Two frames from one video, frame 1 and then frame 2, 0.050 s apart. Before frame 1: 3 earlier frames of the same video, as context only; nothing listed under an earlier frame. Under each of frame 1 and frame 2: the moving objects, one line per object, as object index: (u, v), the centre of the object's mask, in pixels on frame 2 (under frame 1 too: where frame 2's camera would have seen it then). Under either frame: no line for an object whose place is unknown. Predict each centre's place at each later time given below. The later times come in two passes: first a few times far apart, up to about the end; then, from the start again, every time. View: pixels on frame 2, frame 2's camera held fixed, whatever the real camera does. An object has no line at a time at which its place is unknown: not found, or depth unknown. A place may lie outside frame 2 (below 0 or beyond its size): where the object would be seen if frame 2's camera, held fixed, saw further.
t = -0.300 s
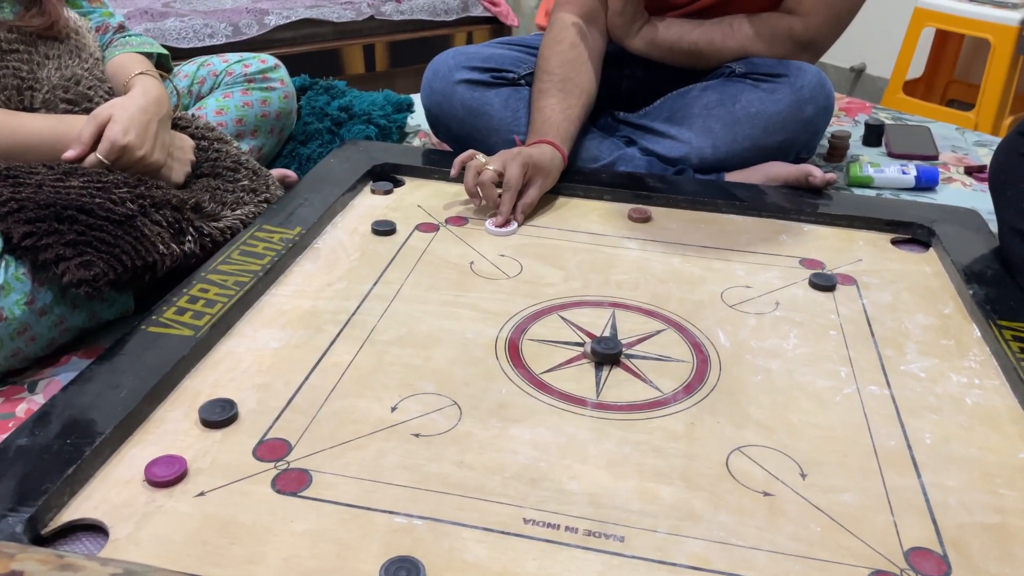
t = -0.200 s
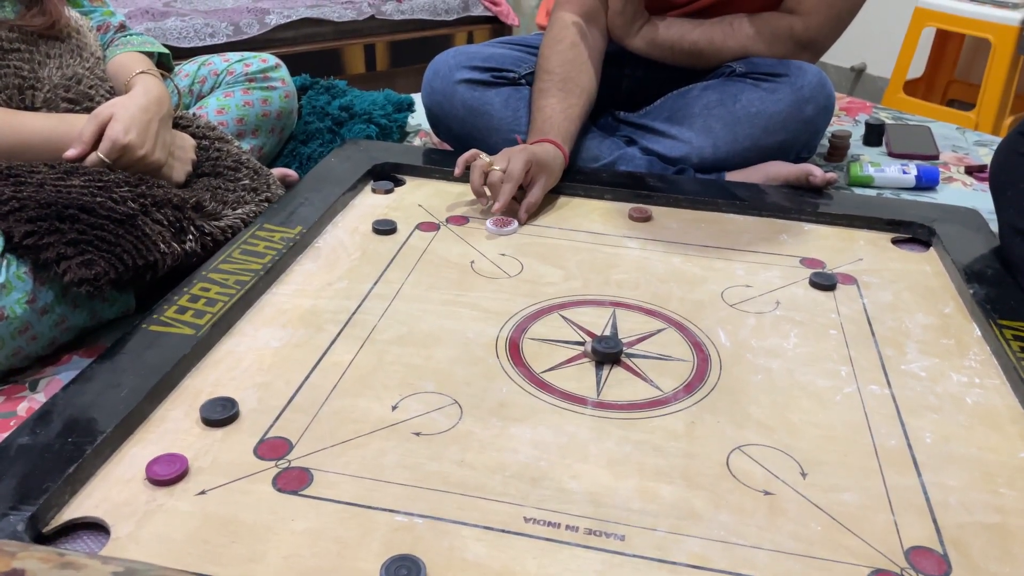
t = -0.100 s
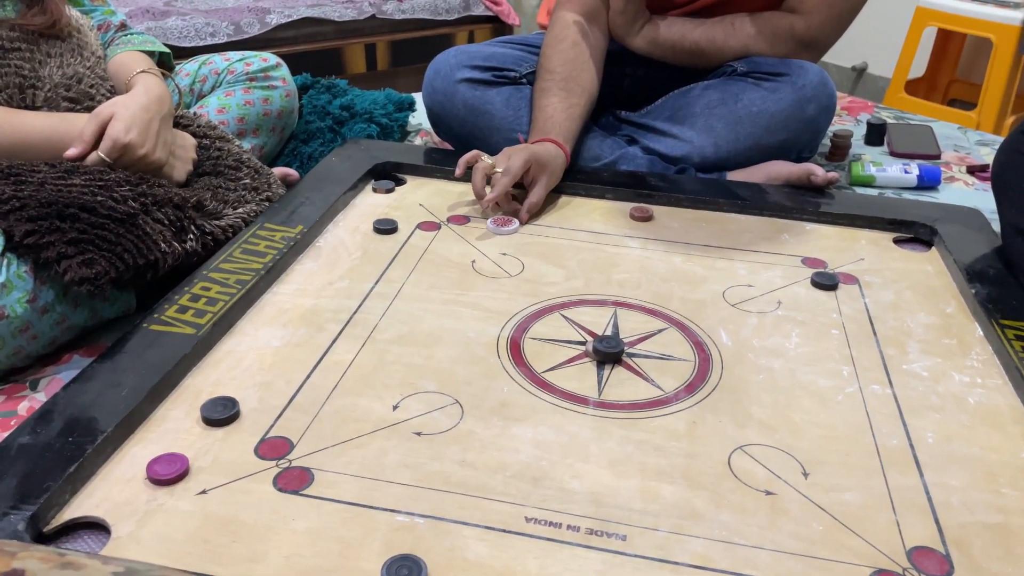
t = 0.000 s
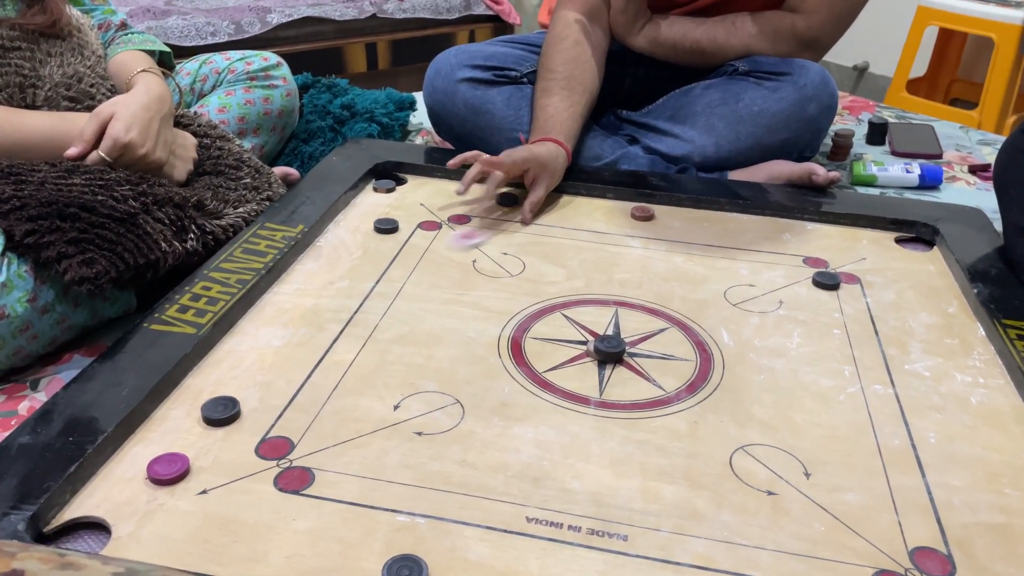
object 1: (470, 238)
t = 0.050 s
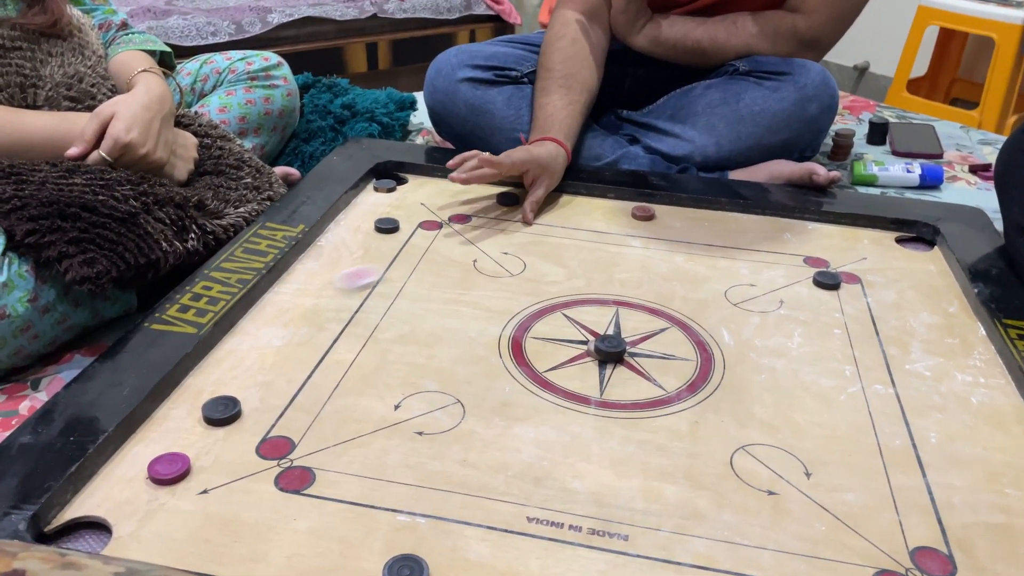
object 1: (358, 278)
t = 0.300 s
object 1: (413, 514)
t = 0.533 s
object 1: (615, 385)
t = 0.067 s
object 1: (321, 292)
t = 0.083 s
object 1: (271, 311)
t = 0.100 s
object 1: (269, 332)
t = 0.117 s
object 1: (273, 355)
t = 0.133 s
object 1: (277, 379)
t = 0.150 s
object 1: (281, 406)
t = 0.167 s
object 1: (286, 434)
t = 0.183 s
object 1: (290, 466)
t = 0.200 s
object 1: (297, 504)
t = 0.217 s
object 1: (303, 539)
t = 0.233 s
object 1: (312, 564)
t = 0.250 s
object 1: (339, 558)
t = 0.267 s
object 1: (364, 545)
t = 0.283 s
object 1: (390, 529)
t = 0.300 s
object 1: (413, 514)
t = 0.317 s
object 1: (434, 500)
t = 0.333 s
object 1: (454, 487)
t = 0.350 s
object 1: (473, 475)
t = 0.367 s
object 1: (491, 464)
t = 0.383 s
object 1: (507, 453)
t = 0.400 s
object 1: (523, 443)
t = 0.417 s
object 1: (536, 434)
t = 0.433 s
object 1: (550, 426)
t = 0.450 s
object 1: (562, 418)
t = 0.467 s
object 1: (574, 410)
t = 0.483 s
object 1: (586, 404)
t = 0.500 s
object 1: (595, 397)
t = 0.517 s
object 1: (606, 391)
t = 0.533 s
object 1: (615, 385)
